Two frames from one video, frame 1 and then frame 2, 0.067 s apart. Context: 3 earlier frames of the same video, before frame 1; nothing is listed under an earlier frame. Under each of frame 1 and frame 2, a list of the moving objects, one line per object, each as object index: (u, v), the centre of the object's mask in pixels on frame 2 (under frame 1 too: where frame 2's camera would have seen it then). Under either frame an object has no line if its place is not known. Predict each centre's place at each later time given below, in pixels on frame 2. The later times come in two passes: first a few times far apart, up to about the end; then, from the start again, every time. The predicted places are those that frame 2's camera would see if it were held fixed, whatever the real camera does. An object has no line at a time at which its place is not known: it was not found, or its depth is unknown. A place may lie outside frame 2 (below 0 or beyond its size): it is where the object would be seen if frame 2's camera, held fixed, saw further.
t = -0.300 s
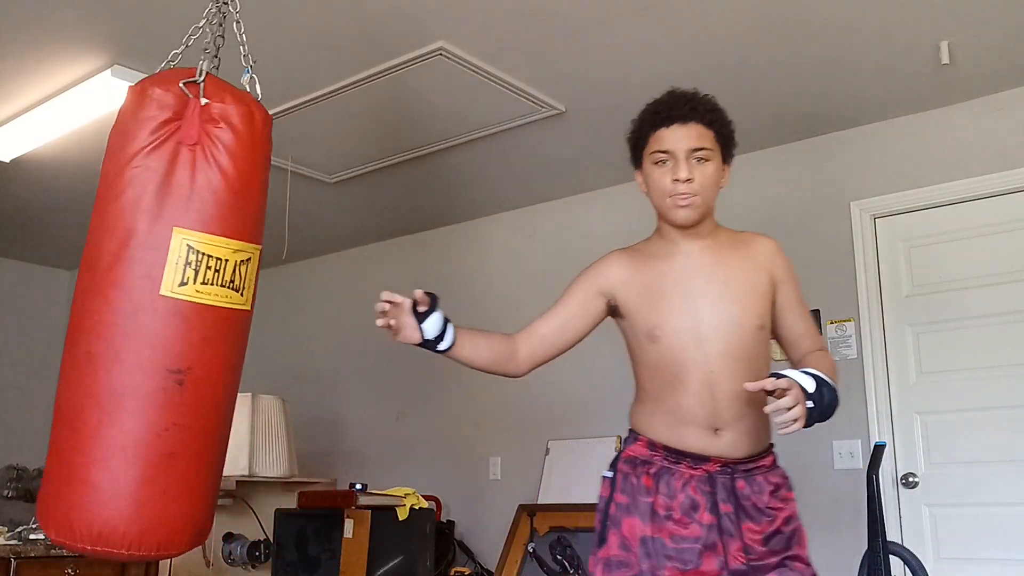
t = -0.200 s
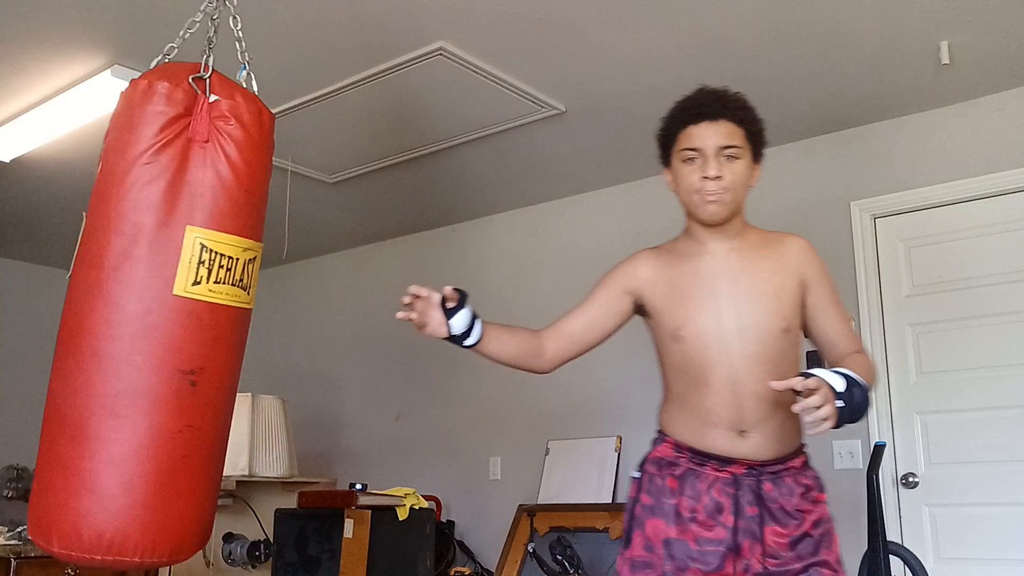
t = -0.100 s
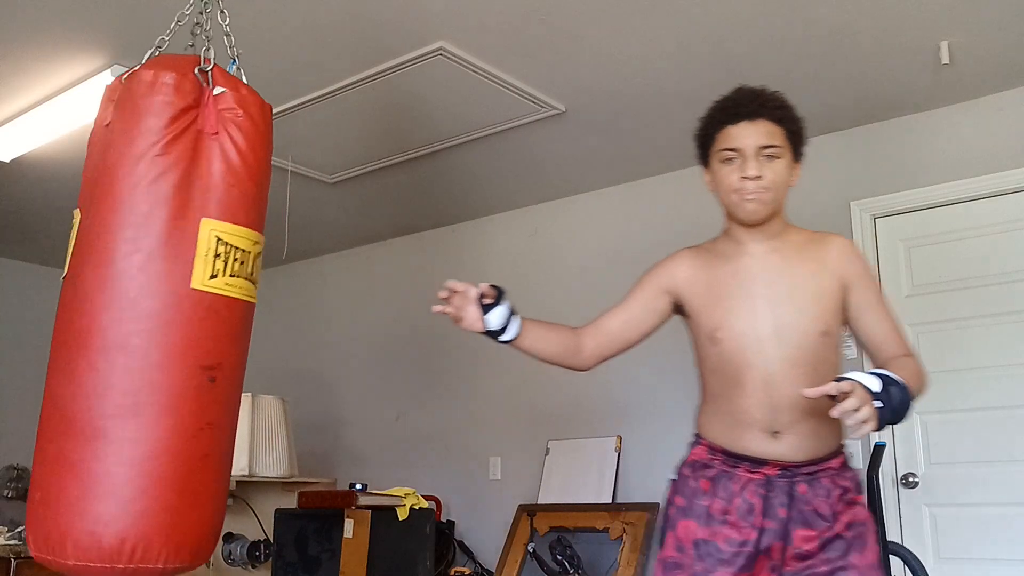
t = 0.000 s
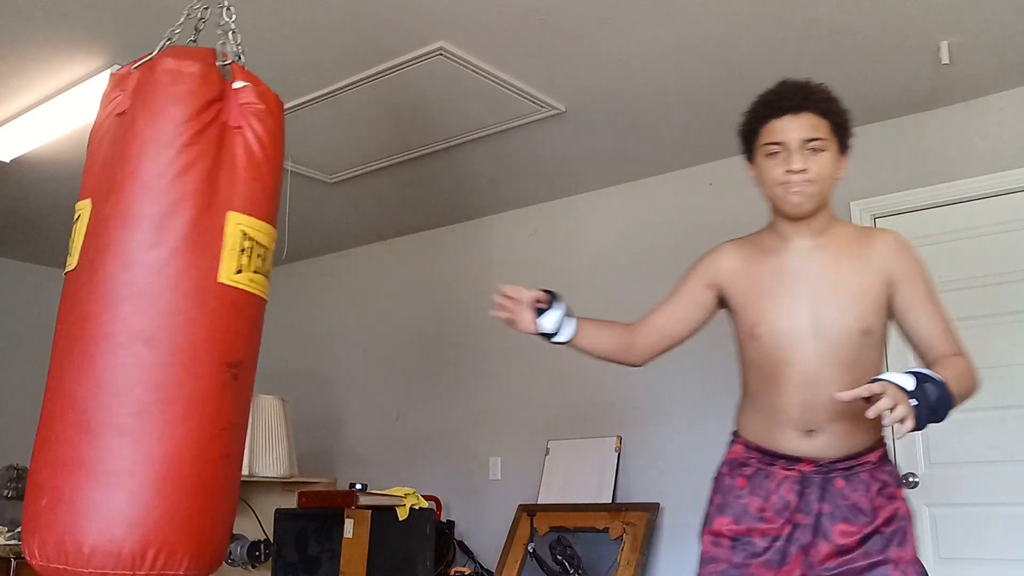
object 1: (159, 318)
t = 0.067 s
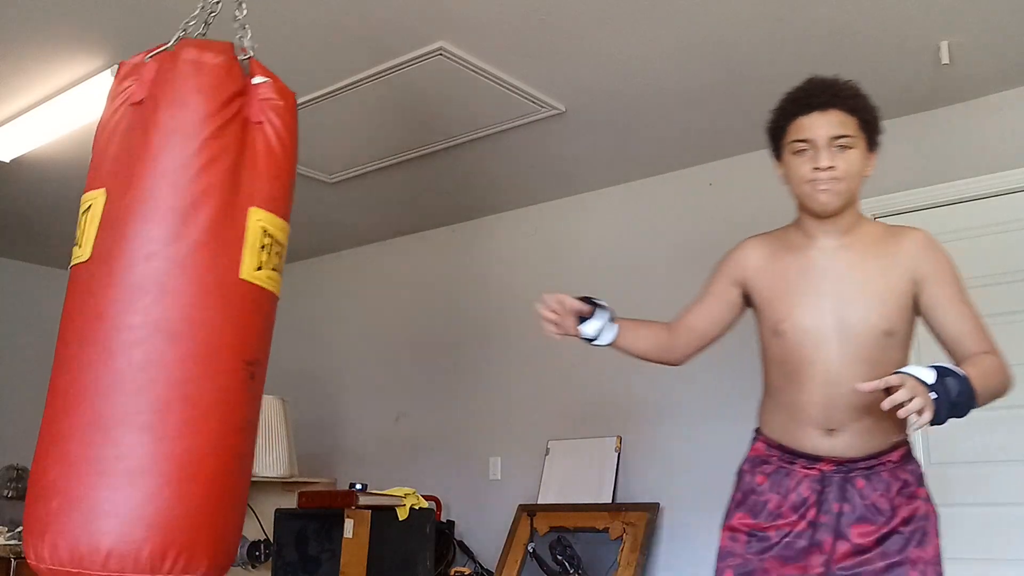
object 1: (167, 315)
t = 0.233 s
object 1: (193, 307)
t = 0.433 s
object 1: (238, 304)
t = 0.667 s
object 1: (296, 300)
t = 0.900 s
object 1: (318, 299)
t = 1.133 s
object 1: (292, 310)
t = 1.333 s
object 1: (252, 318)
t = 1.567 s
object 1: (206, 314)
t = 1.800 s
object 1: (165, 307)
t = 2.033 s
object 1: (148, 309)
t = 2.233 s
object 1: (151, 315)
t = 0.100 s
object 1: (172, 313)
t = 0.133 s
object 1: (176, 312)
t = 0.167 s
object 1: (181, 310)
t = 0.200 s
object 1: (187, 309)
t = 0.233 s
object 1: (193, 307)
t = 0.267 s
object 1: (199, 307)
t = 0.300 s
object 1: (205, 306)
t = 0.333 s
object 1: (213, 305)
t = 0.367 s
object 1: (221, 306)
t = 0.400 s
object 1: (229, 305)
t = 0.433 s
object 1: (238, 304)
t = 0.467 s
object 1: (249, 302)
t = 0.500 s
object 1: (257, 303)
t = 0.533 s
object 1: (265, 303)
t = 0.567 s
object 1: (273, 303)
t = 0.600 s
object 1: (282, 302)
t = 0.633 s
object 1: (289, 301)
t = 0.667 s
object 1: (296, 300)
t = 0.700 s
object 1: (301, 300)
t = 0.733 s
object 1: (306, 300)
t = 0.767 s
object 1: (311, 299)
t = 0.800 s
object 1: (314, 298)
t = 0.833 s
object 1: (317, 298)
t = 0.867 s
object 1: (318, 298)
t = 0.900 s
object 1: (318, 299)
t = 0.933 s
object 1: (316, 300)
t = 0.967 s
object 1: (313, 301)
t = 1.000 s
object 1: (310, 303)
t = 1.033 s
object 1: (306, 304)
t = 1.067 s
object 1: (301, 306)
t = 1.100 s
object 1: (297, 308)
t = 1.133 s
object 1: (292, 310)
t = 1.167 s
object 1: (287, 311)
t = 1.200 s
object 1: (279, 314)
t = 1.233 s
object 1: (273, 316)
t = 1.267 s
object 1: (266, 319)
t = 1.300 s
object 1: (259, 320)
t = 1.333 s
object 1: (252, 318)
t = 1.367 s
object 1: (246, 319)
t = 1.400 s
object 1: (239, 320)
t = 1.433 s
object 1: (232, 322)
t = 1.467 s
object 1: (225, 322)
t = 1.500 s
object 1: (219, 317)
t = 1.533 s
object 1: (213, 316)
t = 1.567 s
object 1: (206, 314)
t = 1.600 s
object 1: (199, 312)
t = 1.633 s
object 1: (193, 310)
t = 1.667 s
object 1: (186, 309)
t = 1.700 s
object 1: (180, 308)
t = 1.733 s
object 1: (174, 308)
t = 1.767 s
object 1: (170, 307)
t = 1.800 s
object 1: (165, 307)
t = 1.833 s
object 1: (162, 306)
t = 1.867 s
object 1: (159, 306)
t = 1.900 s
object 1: (155, 307)
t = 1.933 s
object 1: (153, 307)
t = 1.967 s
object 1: (151, 307)
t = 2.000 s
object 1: (149, 308)
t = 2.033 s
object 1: (148, 309)
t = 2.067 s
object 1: (145, 315)
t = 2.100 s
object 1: (145, 311)
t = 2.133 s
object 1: (145, 313)
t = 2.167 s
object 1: (147, 313)
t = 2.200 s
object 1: (148, 314)
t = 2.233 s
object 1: (151, 315)
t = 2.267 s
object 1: (153, 322)
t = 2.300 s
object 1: (158, 321)
